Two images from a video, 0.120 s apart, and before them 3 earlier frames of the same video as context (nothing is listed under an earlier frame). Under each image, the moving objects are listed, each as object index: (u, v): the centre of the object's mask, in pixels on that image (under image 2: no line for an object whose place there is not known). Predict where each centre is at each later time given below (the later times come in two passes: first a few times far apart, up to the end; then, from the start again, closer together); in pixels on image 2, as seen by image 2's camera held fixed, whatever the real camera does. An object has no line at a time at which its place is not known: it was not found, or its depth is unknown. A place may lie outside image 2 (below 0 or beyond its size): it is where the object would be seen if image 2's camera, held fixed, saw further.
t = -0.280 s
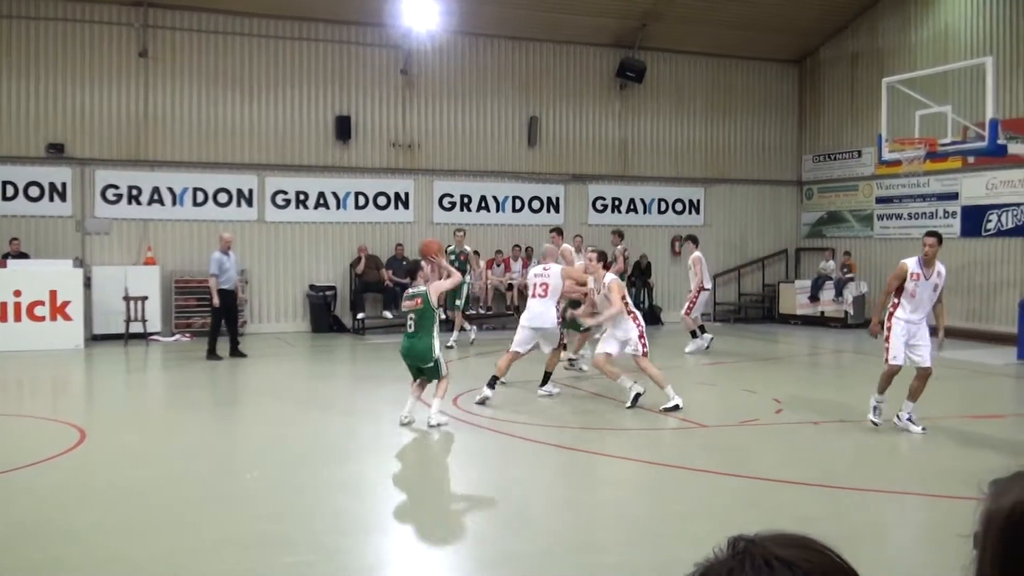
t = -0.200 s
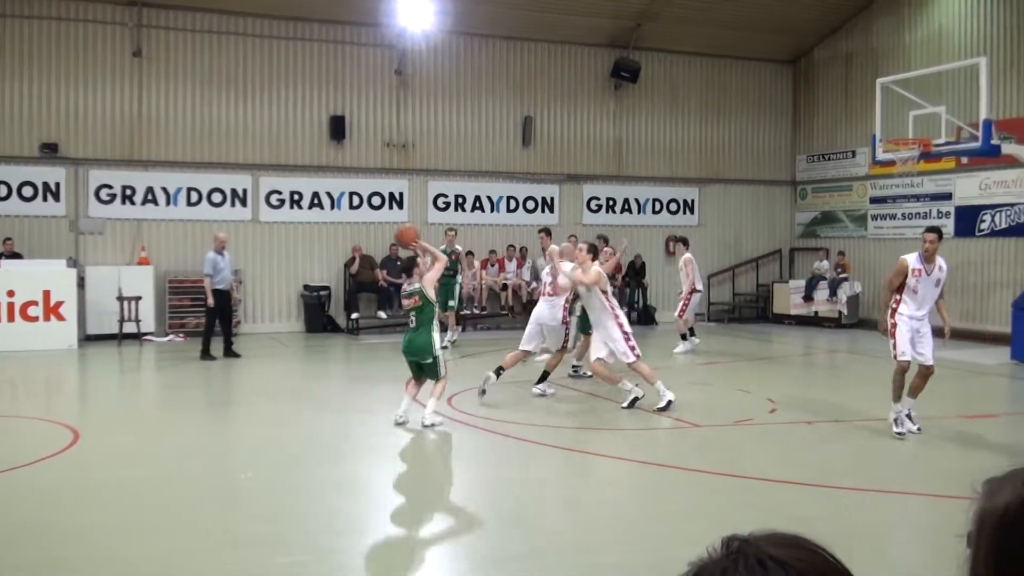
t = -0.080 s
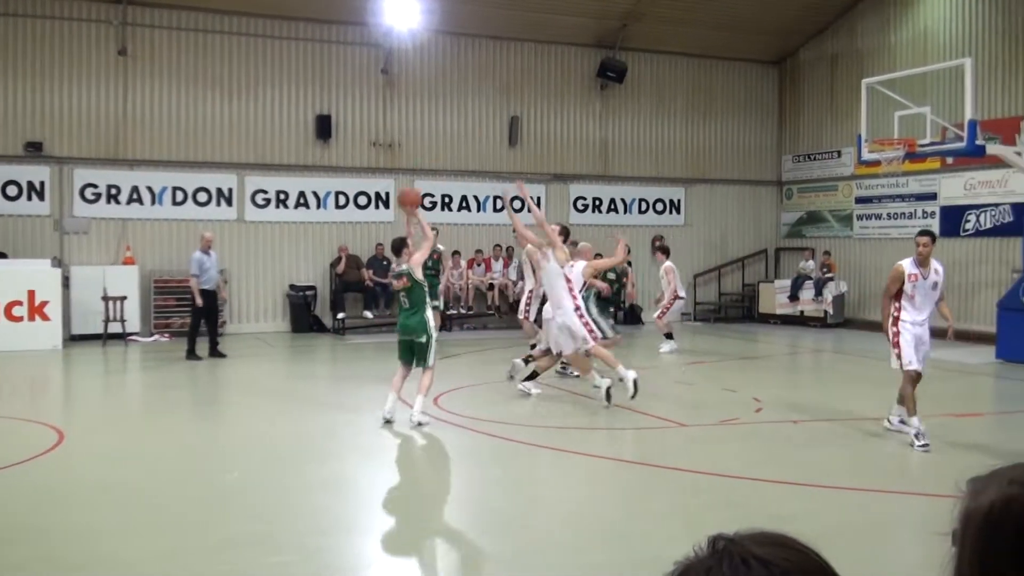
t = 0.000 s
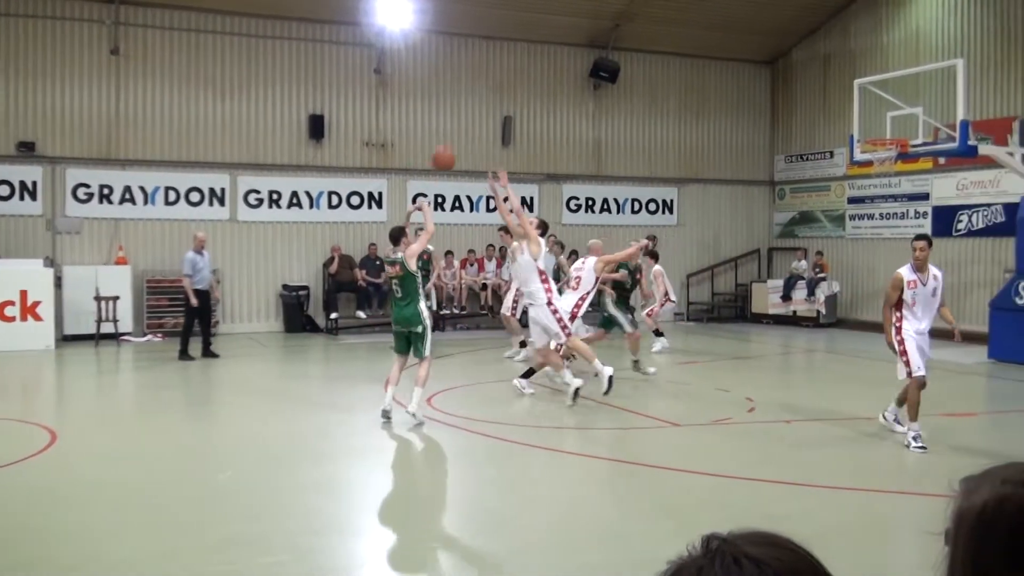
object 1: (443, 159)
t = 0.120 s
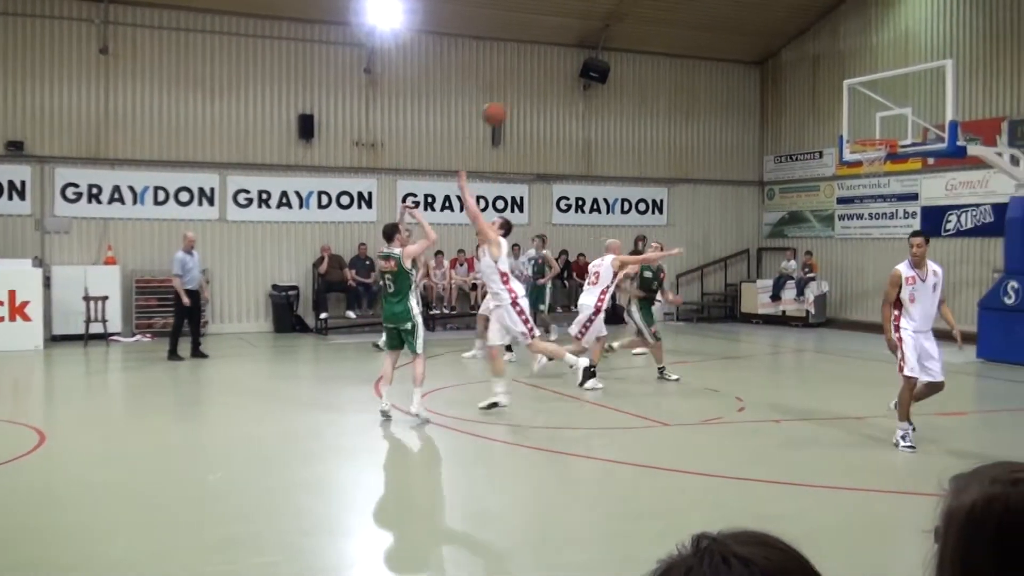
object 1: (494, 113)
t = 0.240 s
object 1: (551, 84)
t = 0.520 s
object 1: (668, 72)
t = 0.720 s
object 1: (744, 105)
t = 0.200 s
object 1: (532, 92)
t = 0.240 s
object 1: (551, 84)
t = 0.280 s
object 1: (568, 78)
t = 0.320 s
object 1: (586, 73)
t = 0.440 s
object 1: (636, 69)
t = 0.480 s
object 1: (652, 70)
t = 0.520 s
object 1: (668, 72)
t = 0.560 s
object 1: (685, 76)
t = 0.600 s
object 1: (700, 81)
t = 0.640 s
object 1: (714, 88)
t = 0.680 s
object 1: (728, 95)
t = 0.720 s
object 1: (744, 105)
